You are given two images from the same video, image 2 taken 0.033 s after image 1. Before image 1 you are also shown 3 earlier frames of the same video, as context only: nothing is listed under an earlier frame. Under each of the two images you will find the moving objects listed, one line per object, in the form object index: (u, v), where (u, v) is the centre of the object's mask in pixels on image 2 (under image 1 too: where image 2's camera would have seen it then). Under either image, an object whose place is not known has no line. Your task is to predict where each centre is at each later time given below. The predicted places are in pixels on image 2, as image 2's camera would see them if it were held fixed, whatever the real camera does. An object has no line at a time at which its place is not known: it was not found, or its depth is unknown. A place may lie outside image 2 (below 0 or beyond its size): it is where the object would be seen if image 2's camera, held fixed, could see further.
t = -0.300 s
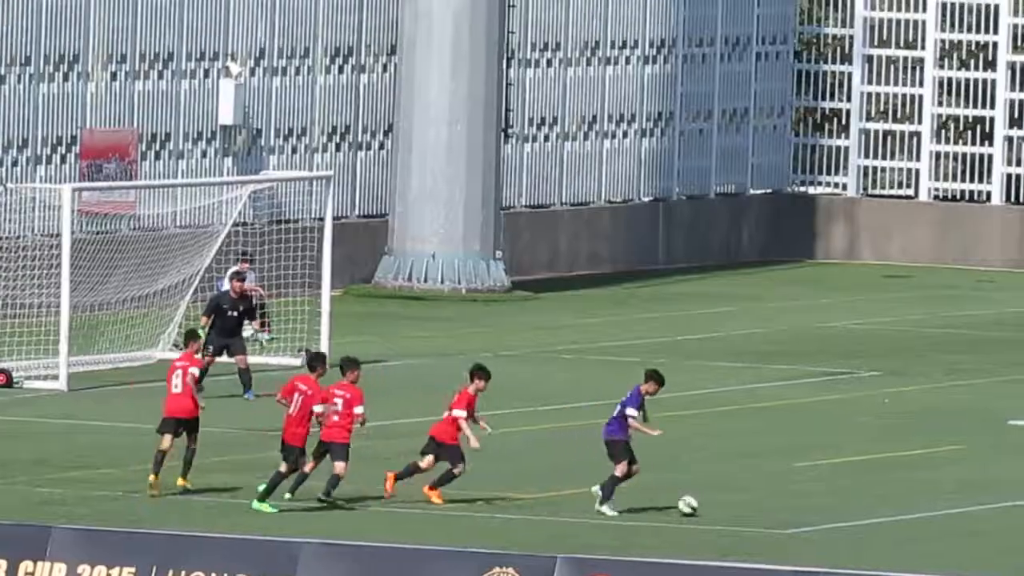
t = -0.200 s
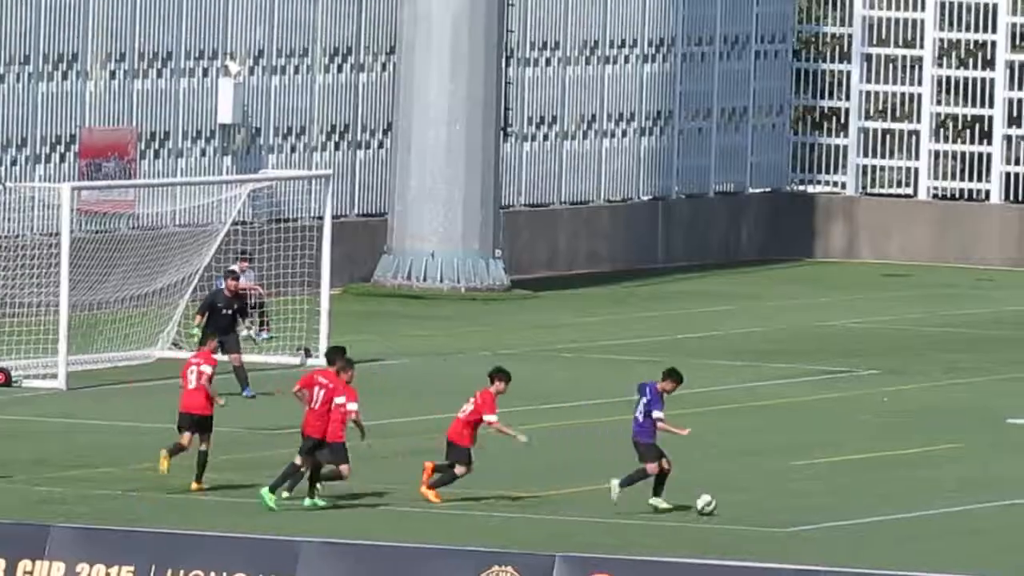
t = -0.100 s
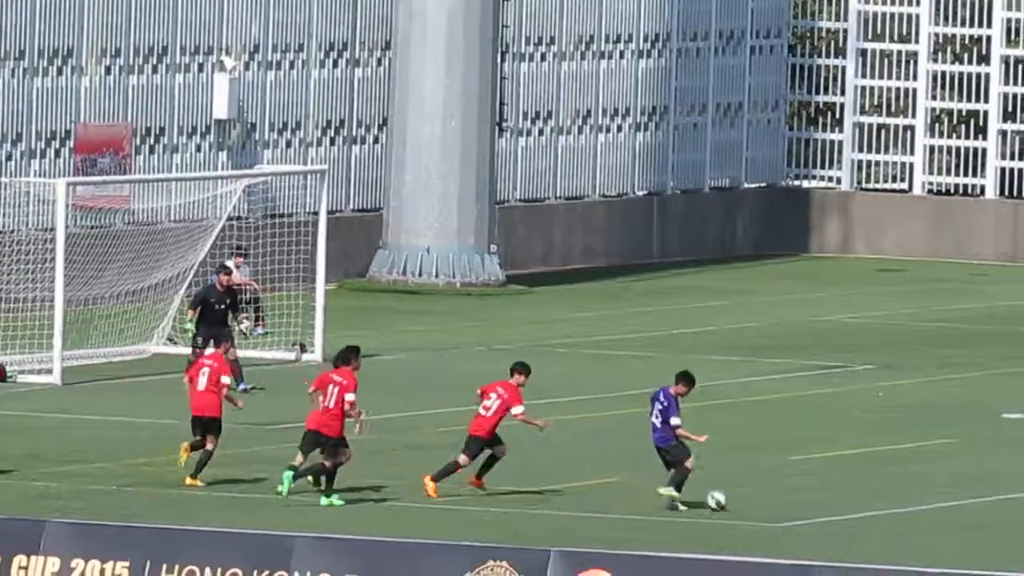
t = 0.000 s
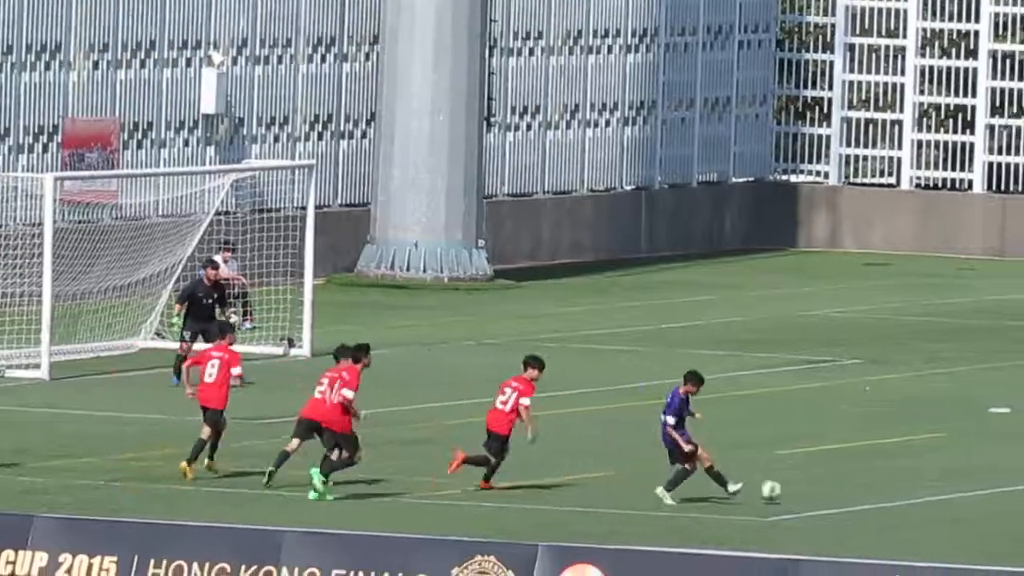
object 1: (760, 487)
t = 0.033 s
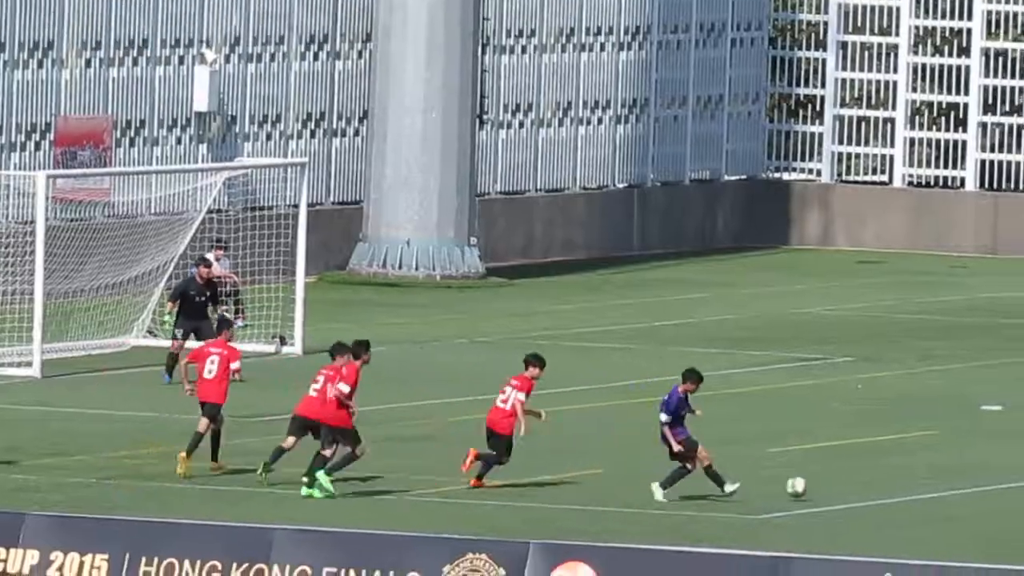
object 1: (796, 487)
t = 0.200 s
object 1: (959, 481)
